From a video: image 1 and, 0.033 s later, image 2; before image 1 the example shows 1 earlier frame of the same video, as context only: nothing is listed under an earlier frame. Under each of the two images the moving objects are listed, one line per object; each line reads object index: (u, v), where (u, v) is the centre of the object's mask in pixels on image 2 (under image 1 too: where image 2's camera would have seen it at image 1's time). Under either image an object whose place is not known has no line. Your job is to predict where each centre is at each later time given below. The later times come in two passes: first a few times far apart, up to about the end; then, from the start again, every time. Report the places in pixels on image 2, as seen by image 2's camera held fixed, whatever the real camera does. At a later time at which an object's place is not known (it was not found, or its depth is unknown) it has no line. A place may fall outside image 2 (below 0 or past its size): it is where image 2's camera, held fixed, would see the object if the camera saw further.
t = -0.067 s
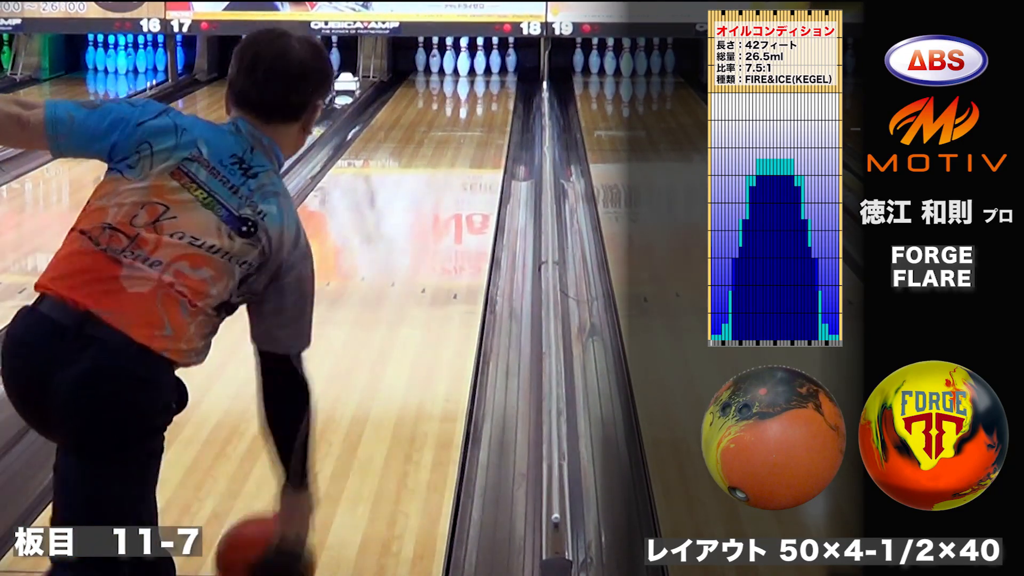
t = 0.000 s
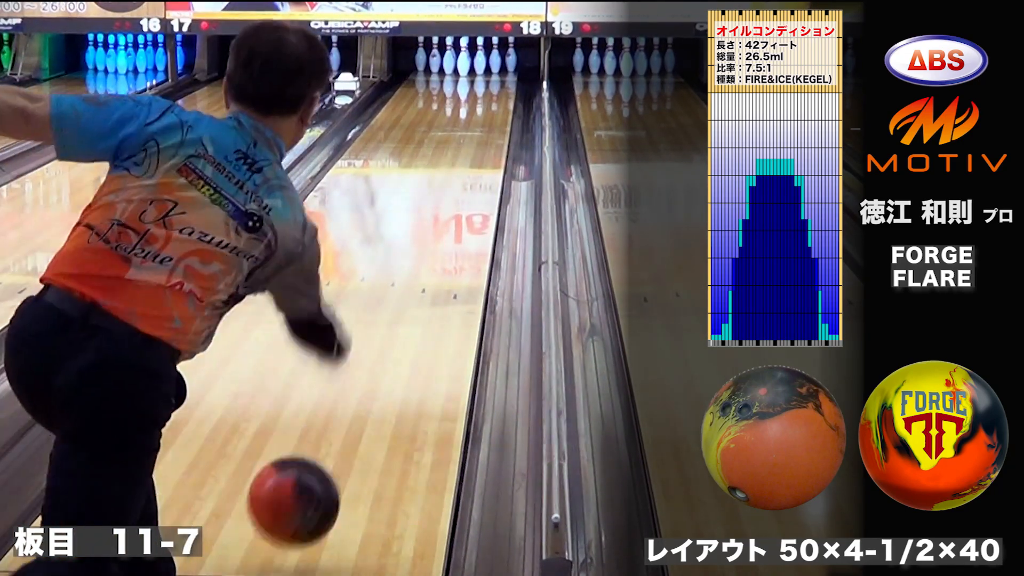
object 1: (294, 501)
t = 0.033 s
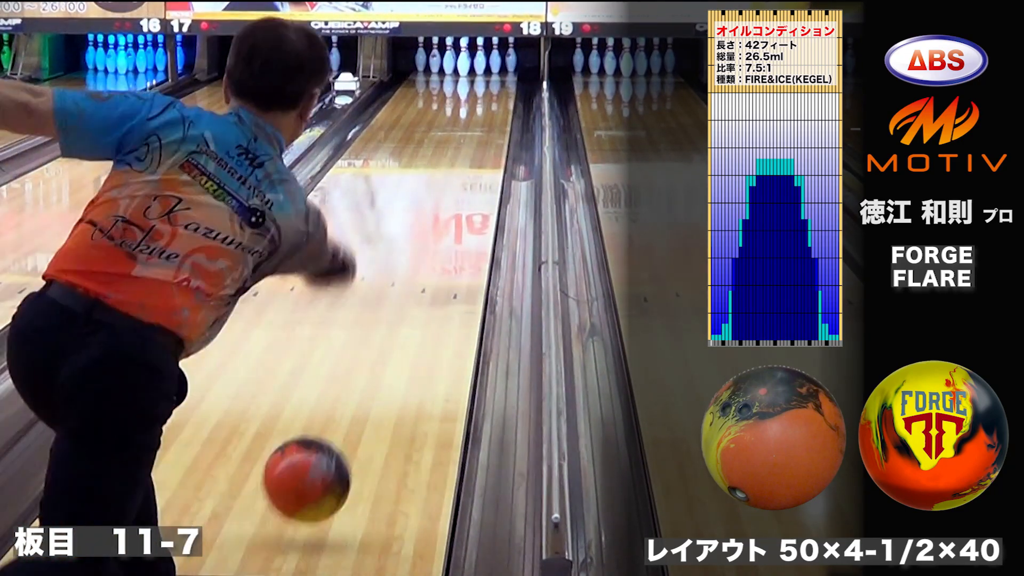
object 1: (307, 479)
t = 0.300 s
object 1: (379, 357)
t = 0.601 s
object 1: (423, 260)
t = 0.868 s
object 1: (447, 203)
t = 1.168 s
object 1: (464, 160)
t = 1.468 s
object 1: (475, 128)
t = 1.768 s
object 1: (480, 105)
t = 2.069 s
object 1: (481, 86)
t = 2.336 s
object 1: (477, 73)
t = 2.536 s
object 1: (474, 66)
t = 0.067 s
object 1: (319, 464)
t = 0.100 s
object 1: (329, 454)
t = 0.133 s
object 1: (339, 441)
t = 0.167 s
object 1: (349, 422)
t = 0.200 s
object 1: (357, 404)
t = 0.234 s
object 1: (365, 387)
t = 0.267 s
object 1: (372, 371)
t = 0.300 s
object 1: (379, 357)
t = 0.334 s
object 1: (385, 344)
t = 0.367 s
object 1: (391, 331)
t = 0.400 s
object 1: (396, 319)
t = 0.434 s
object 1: (401, 308)
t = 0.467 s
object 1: (406, 297)
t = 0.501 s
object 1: (411, 287)
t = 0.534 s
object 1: (415, 277)
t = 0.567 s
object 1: (419, 269)
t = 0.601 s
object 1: (423, 260)
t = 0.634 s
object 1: (426, 251)
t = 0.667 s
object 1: (430, 244)
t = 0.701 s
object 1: (433, 236)
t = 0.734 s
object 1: (436, 229)
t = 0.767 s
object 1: (439, 223)
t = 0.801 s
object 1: (442, 216)
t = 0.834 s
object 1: (444, 209)
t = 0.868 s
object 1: (447, 203)
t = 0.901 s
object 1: (449, 198)
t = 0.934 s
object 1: (451, 192)
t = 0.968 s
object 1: (453, 187)
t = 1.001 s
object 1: (455, 182)
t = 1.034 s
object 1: (457, 177)
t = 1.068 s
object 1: (459, 172)
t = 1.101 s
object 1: (461, 168)
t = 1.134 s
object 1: (462, 164)
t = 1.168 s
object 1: (464, 160)
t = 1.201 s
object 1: (465, 156)
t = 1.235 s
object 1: (467, 152)
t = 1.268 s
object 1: (468, 148)
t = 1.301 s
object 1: (469, 144)
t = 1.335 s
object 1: (470, 140)
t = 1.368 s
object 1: (472, 138)
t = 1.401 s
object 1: (472, 135)
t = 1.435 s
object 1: (474, 131)
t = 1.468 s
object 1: (475, 128)
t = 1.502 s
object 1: (476, 125)
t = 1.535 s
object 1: (477, 122)
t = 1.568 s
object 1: (477, 120)
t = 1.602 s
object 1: (478, 117)
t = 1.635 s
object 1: (479, 114)
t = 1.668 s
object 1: (479, 112)
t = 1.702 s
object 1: (480, 109)
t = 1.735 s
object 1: (481, 106)
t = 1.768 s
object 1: (480, 105)
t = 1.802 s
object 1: (480, 103)
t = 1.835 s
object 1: (481, 100)
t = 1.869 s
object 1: (481, 99)
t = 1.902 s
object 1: (481, 96)
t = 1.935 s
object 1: (482, 94)
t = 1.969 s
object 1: (481, 93)
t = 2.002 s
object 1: (481, 91)
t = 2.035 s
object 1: (481, 88)
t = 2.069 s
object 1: (481, 86)
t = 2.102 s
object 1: (481, 84)
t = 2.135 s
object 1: (480, 83)
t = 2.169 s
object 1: (480, 81)
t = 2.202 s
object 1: (479, 79)
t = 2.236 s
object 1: (479, 78)
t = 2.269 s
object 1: (478, 76)
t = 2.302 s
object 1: (477, 75)
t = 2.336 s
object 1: (477, 73)
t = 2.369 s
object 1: (476, 72)
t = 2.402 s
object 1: (475, 71)
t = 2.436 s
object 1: (475, 69)
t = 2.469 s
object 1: (474, 67)
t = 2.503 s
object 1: (473, 66)
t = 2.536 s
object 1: (474, 66)
